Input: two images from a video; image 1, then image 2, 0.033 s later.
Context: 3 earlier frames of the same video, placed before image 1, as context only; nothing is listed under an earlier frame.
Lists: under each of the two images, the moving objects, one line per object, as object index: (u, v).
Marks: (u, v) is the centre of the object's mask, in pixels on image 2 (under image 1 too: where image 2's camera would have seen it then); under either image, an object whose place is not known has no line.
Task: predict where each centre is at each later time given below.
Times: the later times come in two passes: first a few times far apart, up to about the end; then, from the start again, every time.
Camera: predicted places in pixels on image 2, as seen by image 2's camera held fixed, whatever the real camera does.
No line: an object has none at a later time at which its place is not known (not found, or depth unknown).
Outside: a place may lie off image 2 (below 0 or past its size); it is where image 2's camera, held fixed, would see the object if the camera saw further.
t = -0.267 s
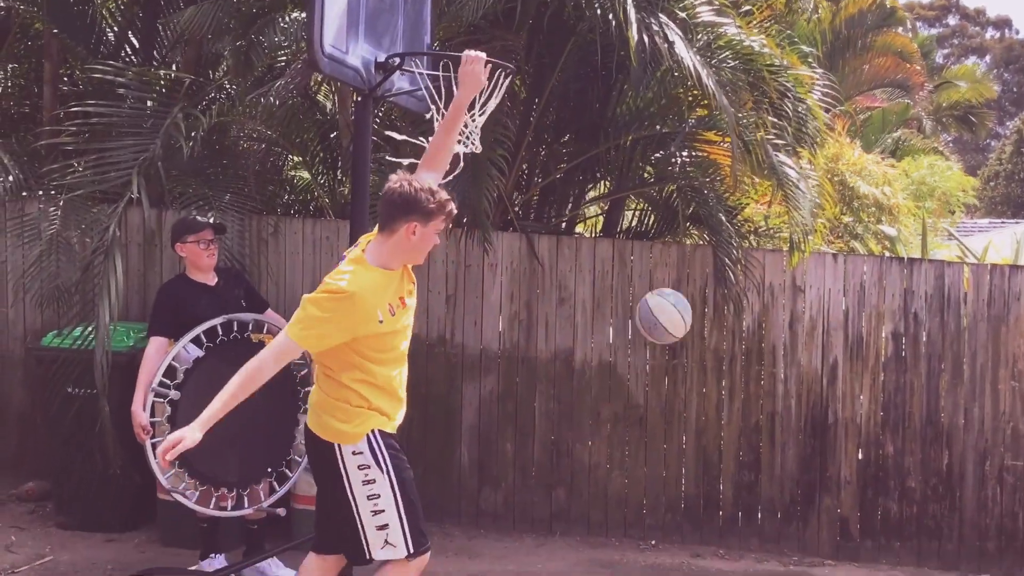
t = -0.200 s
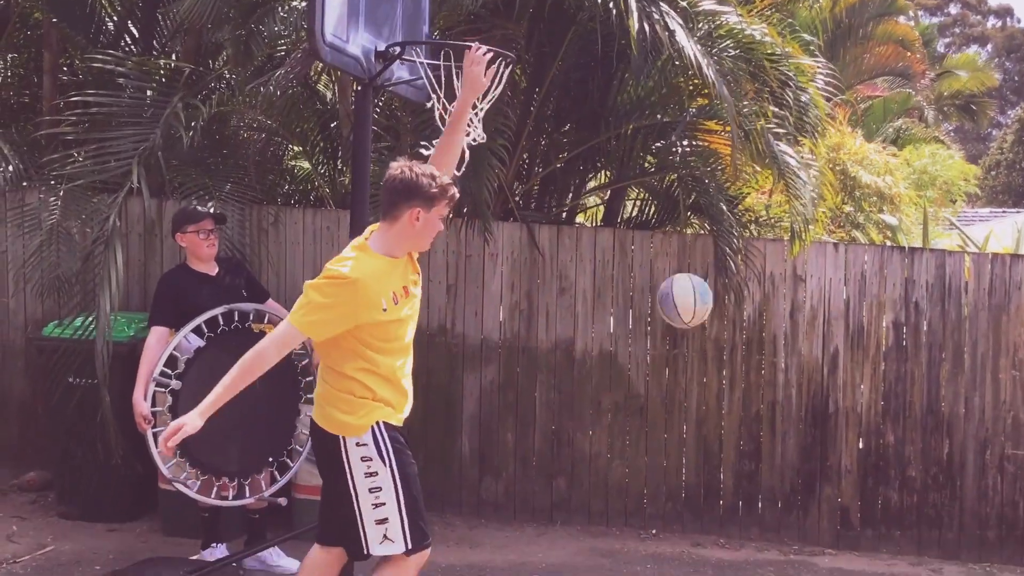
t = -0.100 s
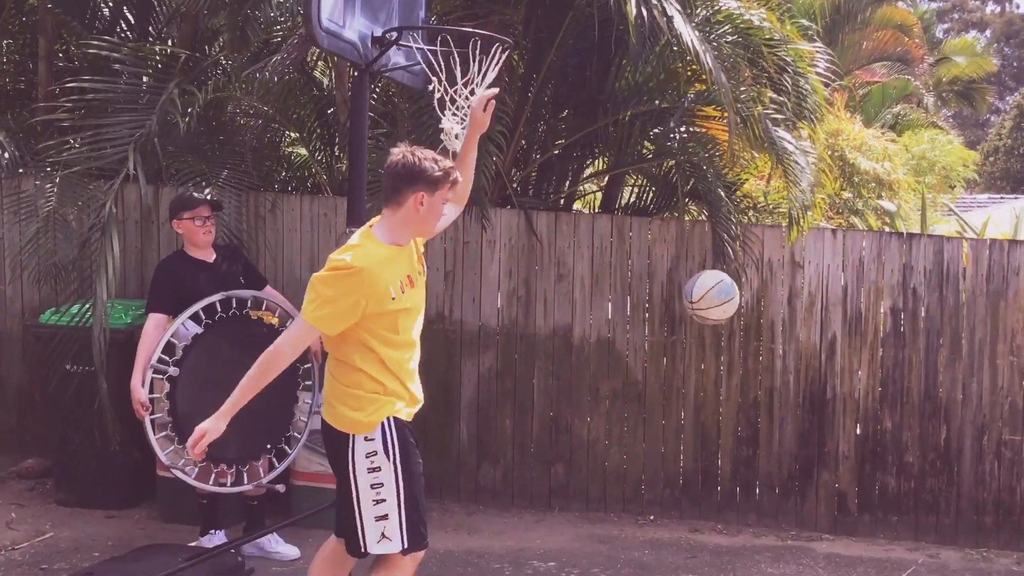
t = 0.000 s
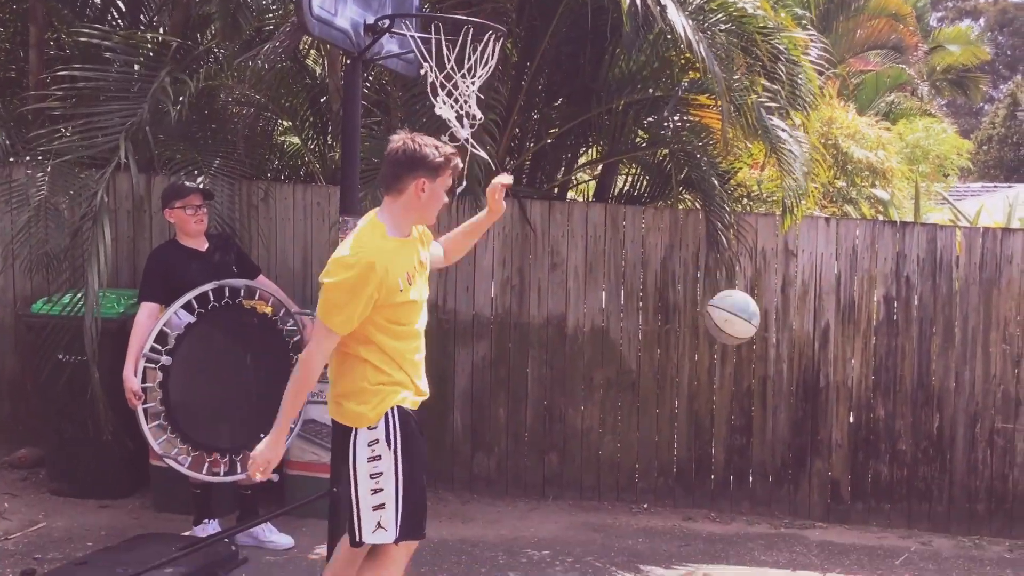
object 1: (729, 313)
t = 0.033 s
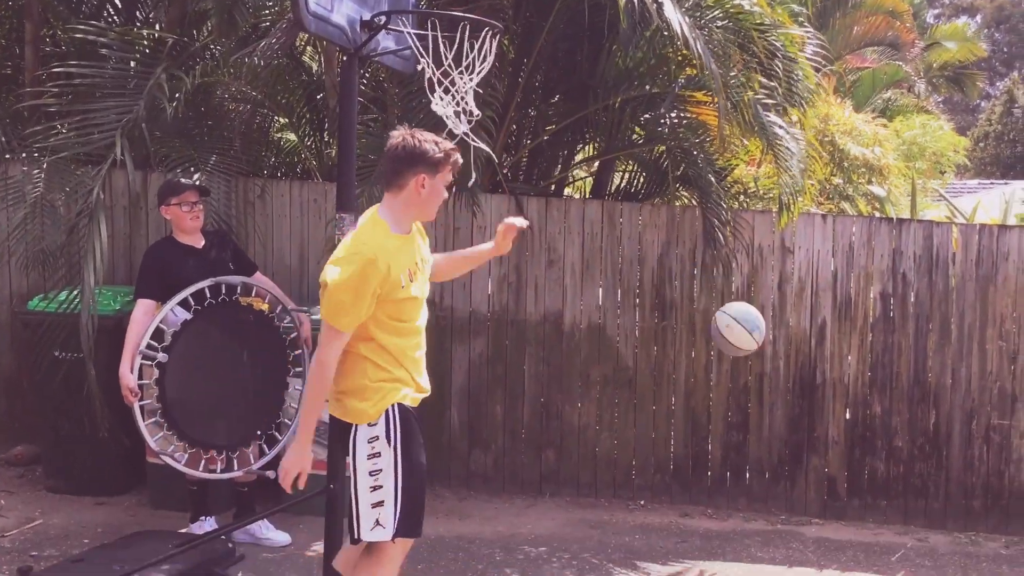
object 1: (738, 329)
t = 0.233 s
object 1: (789, 463)
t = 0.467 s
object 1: (852, 438)
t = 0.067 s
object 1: (747, 346)
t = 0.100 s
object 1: (755, 365)
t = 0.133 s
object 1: (764, 386)
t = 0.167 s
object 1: (772, 410)
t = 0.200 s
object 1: (780, 435)
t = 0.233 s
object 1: (789, 463)
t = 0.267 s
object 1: (796, 493)
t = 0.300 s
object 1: (804, 524)
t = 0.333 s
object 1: (813, 525)
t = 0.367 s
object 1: (823, 500)
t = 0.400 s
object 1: (833, 478)
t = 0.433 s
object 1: (842, 457)
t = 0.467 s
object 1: (852, 438)
